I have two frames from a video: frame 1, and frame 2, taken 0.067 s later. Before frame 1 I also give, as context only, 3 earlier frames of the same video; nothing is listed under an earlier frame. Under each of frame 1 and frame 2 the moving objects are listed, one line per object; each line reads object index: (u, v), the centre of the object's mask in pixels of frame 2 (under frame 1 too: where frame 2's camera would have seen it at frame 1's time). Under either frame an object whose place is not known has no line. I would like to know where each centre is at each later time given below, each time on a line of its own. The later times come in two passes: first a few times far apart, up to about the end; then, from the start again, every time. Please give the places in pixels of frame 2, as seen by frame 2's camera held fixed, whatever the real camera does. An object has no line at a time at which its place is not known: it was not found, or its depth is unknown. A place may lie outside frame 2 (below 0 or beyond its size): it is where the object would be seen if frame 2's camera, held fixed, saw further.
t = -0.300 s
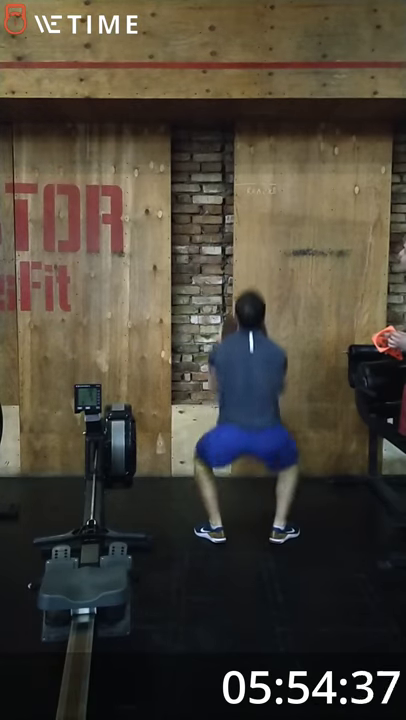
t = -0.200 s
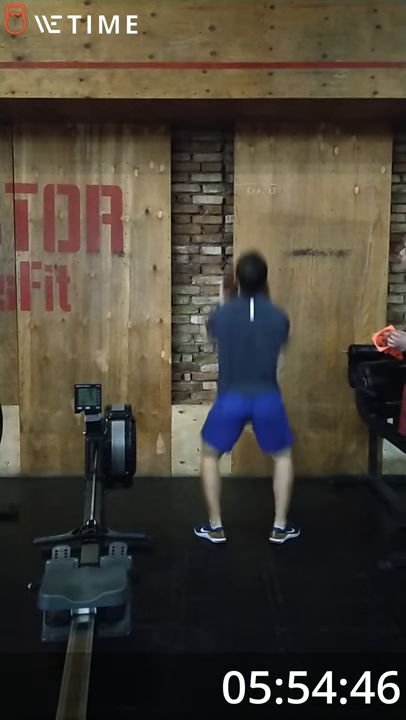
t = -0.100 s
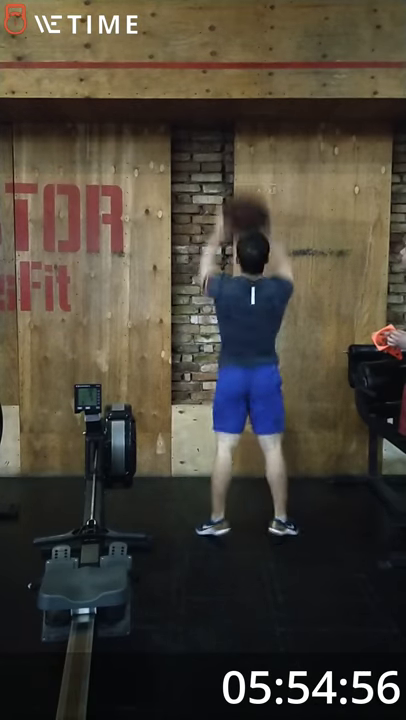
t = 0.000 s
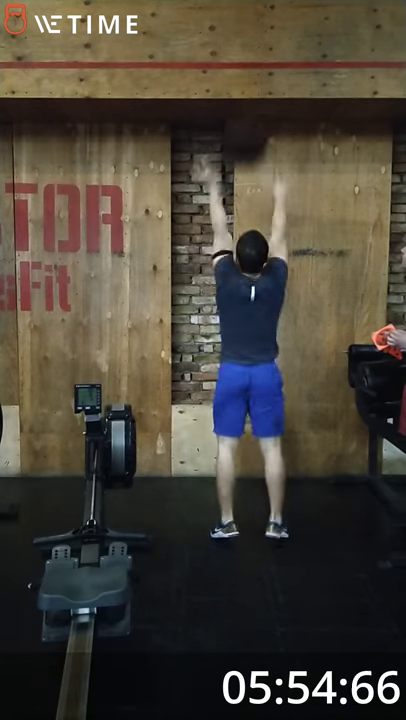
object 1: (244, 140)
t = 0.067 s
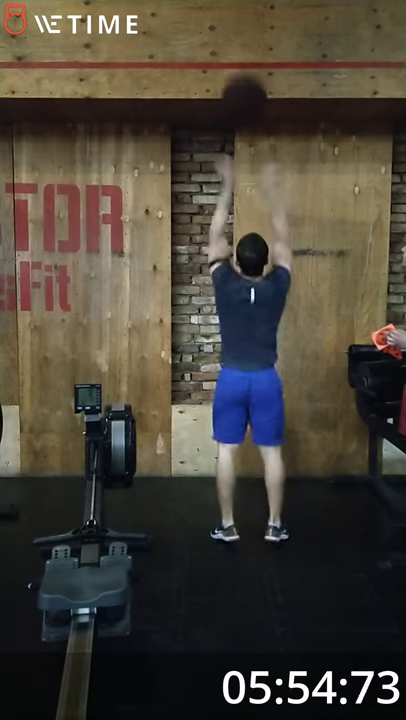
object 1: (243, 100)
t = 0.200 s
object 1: (242, 42)
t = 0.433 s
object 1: (239, 18)
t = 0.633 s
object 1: (240, 39)
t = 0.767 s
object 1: (240, 96)
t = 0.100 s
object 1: (244, 84)
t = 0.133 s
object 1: (243, 66)
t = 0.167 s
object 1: (243, 53)
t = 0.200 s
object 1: (242, 42)
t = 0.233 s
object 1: (242, 31)
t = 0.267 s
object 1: (241, 25)
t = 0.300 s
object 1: (241, 21)
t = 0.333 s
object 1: (240, 18)
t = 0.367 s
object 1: (240, 18)
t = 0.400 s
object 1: (239, 18)
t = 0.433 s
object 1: (239, 18)
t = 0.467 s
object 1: (239, 18)
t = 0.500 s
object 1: (239, 18)
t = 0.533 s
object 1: (240, 20)
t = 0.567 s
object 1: (240, 24)
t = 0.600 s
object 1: (240, 30)
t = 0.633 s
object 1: (240, 39)
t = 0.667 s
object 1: (240, 50)
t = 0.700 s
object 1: (240, 63)
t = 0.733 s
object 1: (241, 78)
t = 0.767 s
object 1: (240, 96)
